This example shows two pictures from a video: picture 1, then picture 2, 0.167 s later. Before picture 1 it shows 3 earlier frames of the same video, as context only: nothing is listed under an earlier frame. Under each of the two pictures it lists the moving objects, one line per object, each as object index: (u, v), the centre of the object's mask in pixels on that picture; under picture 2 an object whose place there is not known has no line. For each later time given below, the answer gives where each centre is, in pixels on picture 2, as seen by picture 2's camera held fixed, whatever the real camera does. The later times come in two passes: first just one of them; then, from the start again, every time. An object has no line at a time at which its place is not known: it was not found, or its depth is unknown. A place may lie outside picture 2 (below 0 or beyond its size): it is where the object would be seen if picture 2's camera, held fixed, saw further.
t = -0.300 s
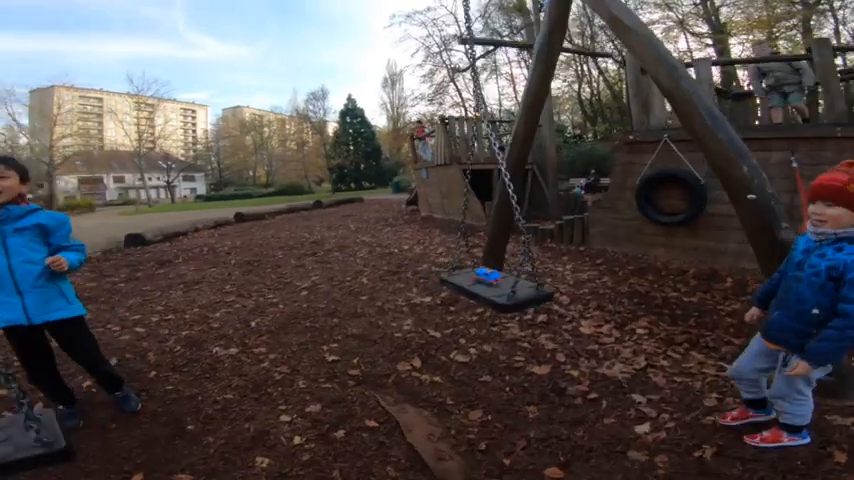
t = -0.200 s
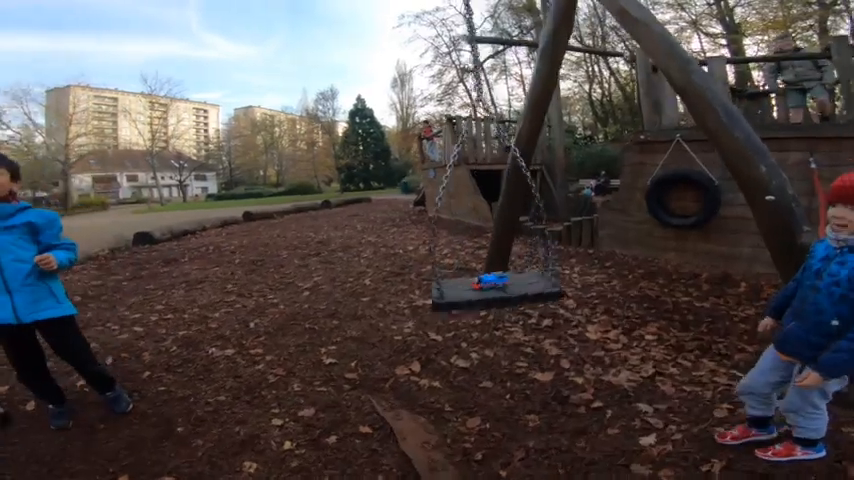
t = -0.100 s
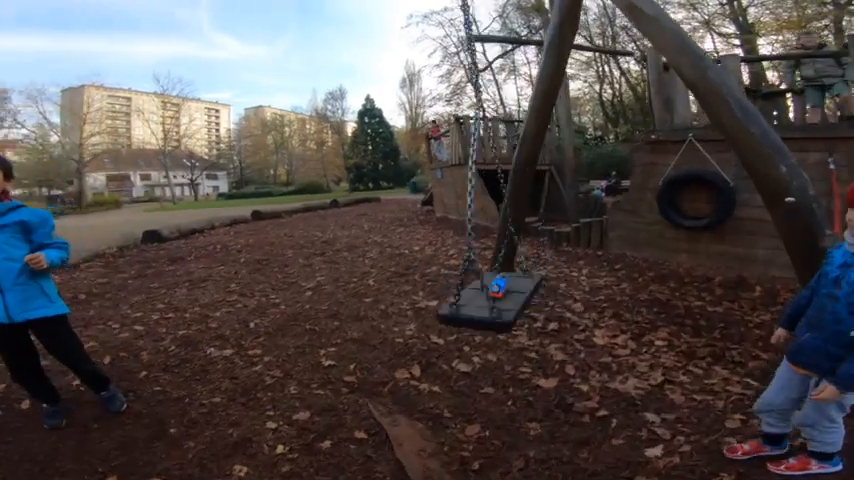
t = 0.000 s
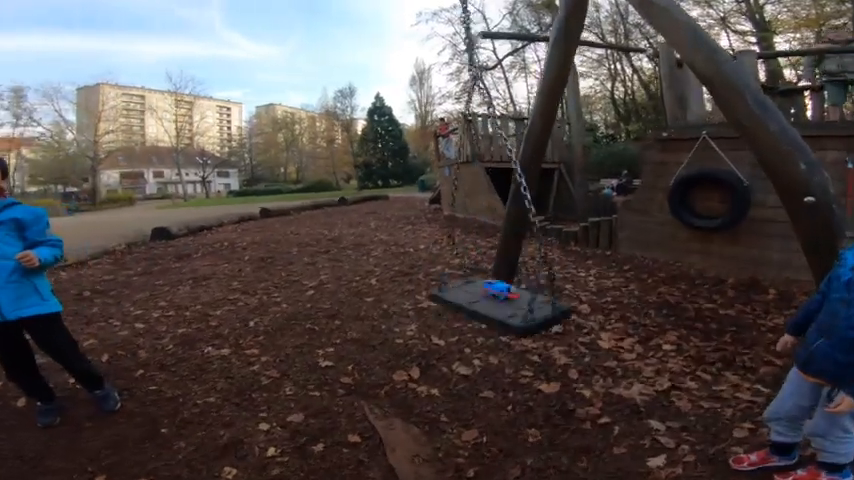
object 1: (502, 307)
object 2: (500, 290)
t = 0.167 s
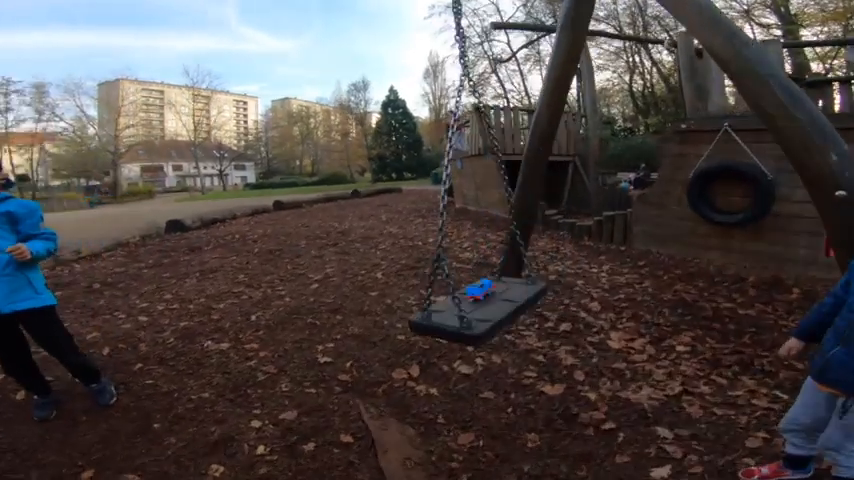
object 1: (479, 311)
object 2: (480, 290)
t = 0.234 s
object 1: (485, 315)
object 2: (471, 291)
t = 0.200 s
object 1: (478, 313)
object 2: (475, 290)
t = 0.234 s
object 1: (485, 315)
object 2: (471, 291)
